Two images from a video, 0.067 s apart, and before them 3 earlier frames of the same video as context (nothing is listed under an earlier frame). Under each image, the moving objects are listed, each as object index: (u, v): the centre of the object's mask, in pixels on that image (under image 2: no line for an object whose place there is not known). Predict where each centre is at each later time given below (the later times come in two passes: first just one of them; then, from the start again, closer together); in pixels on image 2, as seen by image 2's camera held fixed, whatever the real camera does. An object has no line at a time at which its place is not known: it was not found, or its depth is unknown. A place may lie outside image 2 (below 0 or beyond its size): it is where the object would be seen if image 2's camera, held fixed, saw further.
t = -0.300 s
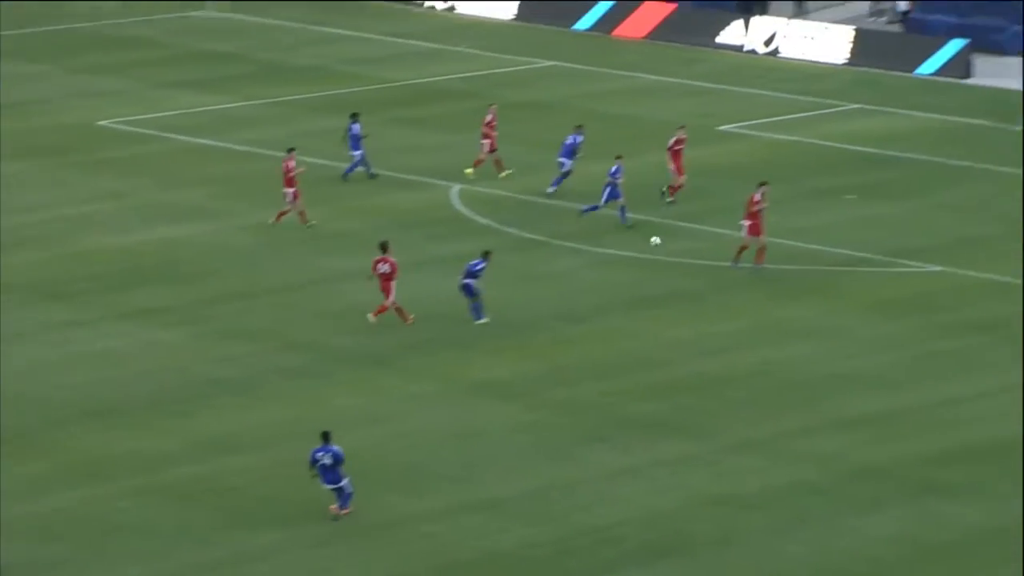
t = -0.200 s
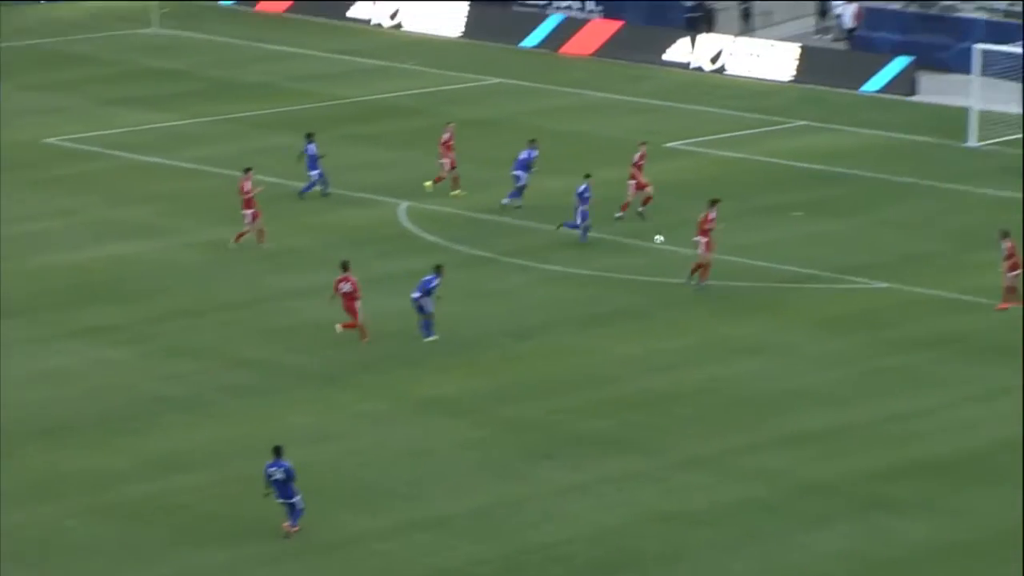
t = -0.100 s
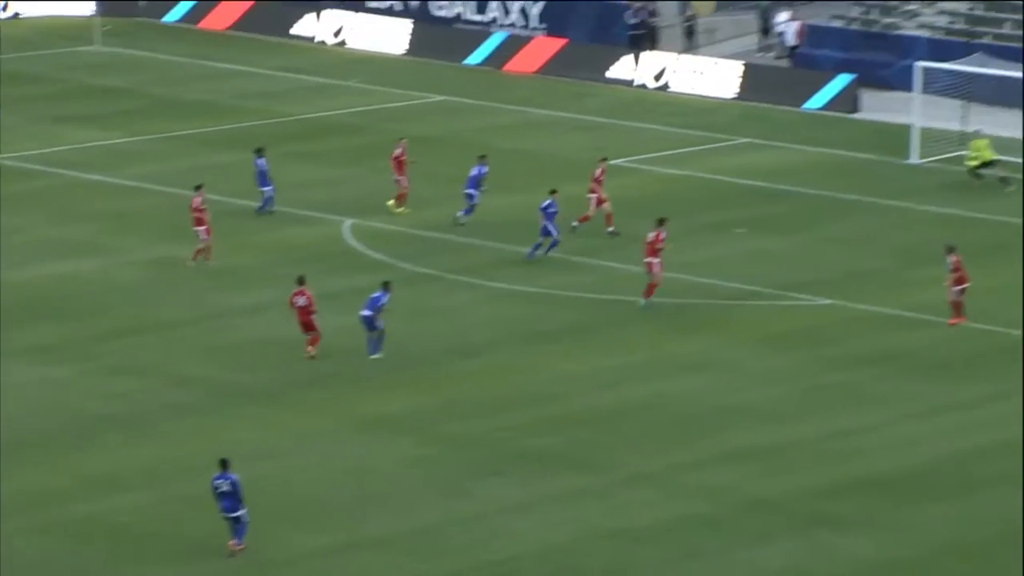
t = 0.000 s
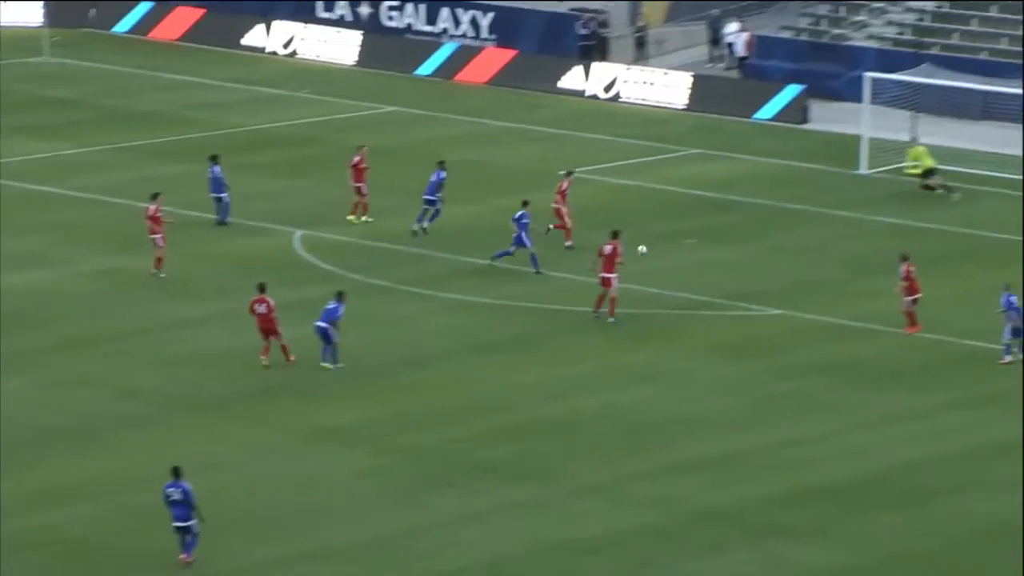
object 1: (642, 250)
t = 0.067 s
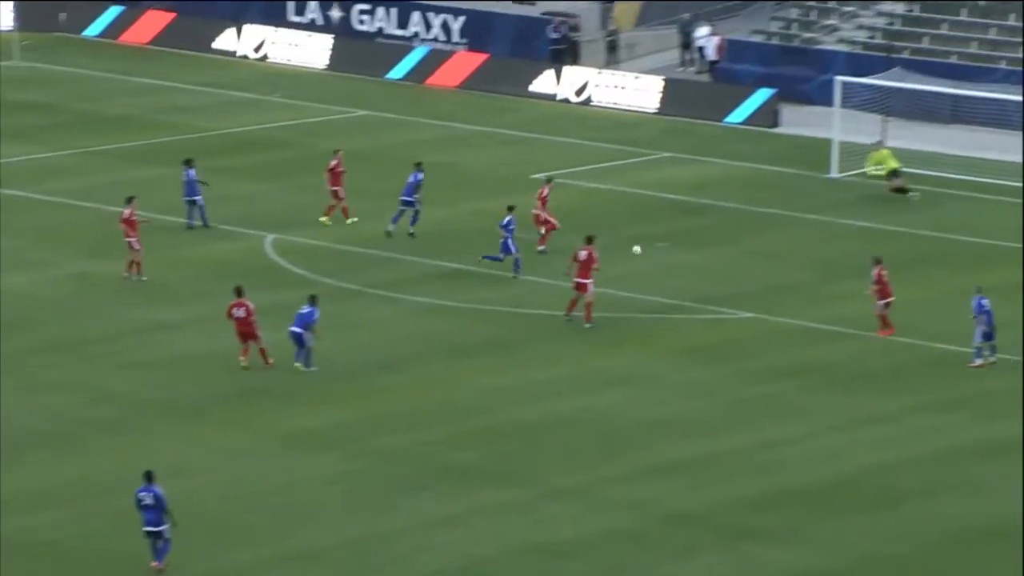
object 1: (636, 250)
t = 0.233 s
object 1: (681, 212)
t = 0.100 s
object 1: (646, 240)
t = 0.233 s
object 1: (681, 212)
